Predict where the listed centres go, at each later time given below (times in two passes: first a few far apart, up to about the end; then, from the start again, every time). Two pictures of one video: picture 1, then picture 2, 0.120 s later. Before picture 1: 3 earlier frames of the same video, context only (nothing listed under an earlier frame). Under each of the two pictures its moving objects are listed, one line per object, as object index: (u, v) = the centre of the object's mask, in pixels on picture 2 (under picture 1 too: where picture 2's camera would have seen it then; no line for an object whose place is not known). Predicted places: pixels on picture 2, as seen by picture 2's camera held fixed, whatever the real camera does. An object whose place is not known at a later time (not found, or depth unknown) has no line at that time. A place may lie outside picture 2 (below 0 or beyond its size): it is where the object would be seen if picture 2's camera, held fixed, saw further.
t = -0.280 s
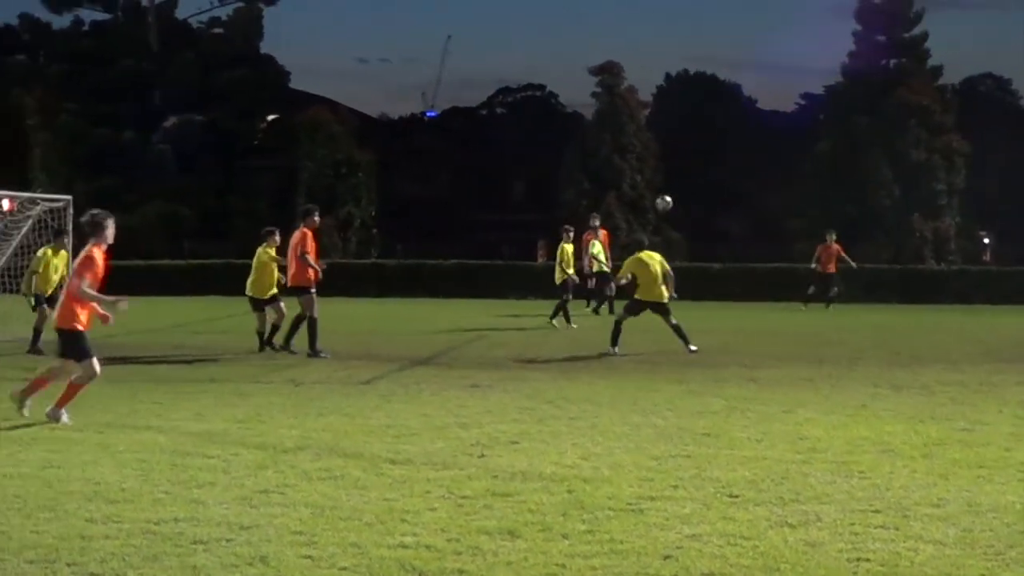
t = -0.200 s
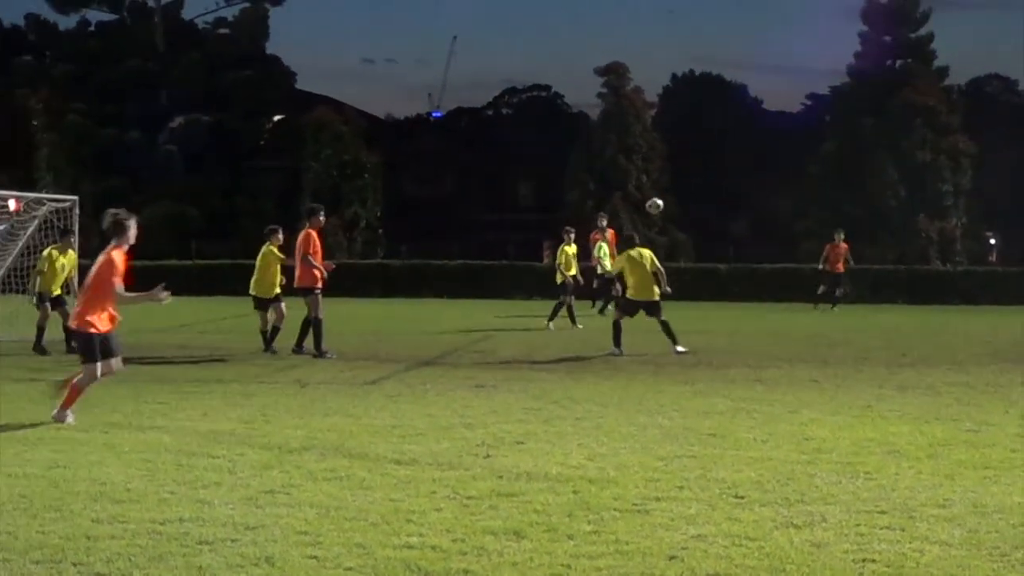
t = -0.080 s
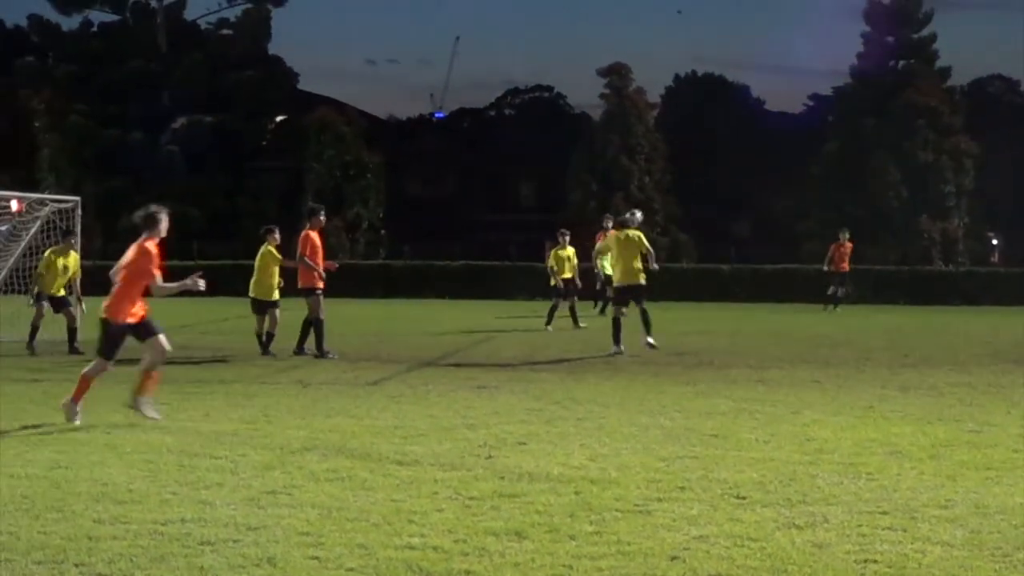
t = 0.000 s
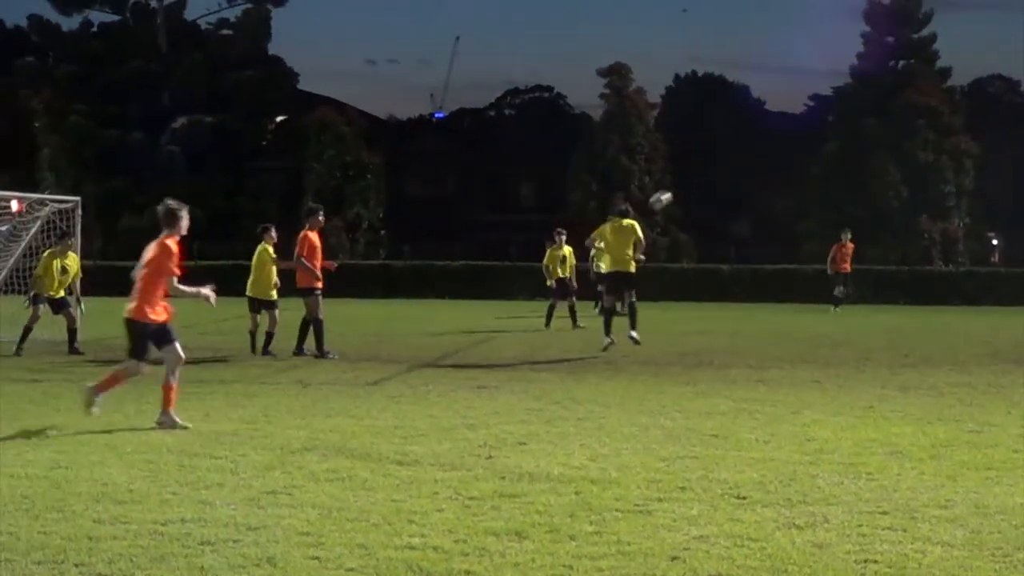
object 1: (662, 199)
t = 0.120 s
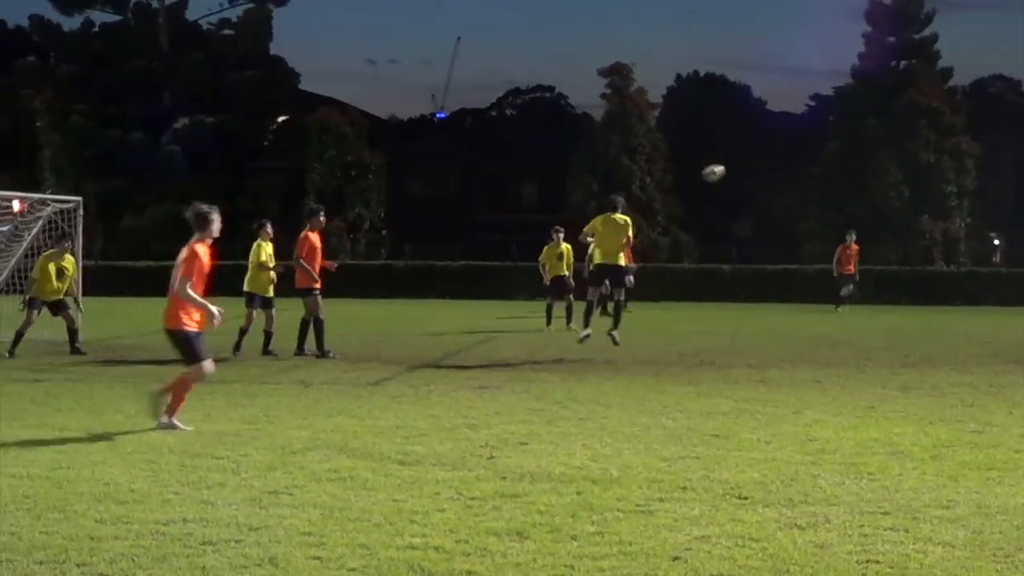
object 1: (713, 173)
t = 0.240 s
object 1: (761, 157)
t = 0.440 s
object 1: (835, 156)
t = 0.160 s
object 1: (729, 167)
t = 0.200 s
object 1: (746, 161)
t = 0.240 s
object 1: (761, 157)
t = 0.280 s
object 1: (777, 155)
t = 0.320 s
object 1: (792, 154)
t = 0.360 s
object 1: (806, 154)
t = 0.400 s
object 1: (821, 155)
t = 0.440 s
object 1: (835, 156)
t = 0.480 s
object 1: (849, 160)
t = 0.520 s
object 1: (862, 164)
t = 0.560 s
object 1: (875, 169)
